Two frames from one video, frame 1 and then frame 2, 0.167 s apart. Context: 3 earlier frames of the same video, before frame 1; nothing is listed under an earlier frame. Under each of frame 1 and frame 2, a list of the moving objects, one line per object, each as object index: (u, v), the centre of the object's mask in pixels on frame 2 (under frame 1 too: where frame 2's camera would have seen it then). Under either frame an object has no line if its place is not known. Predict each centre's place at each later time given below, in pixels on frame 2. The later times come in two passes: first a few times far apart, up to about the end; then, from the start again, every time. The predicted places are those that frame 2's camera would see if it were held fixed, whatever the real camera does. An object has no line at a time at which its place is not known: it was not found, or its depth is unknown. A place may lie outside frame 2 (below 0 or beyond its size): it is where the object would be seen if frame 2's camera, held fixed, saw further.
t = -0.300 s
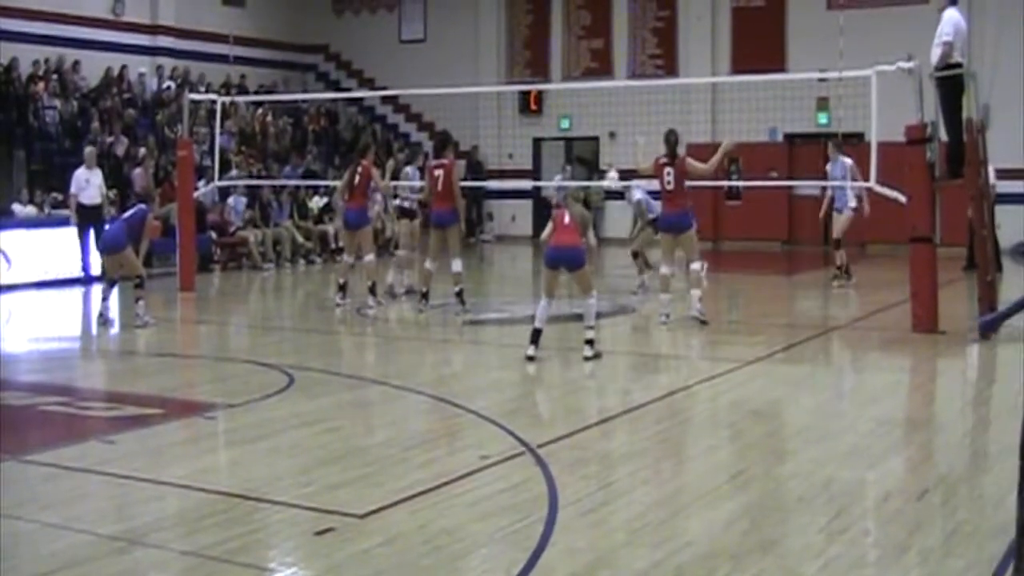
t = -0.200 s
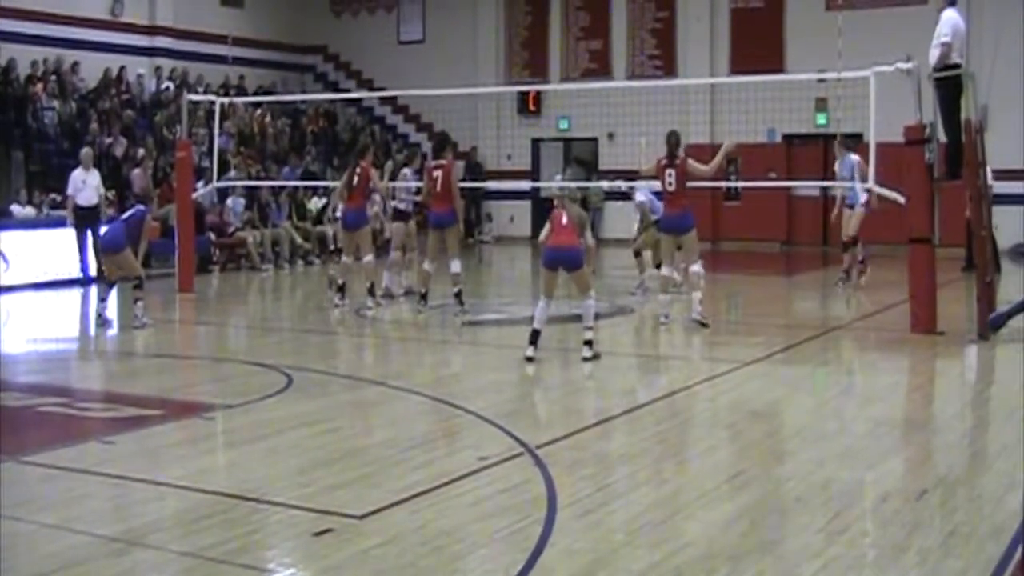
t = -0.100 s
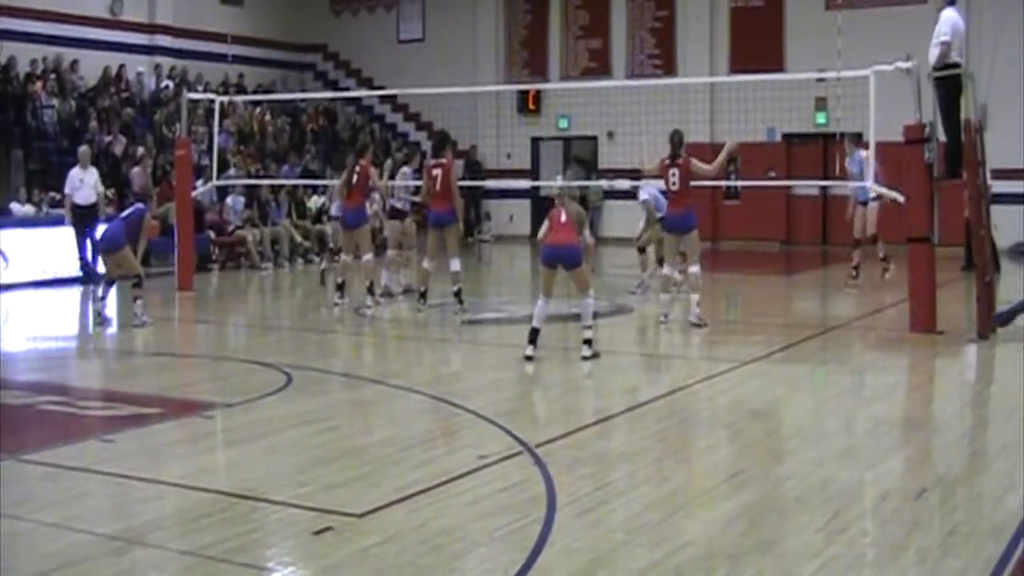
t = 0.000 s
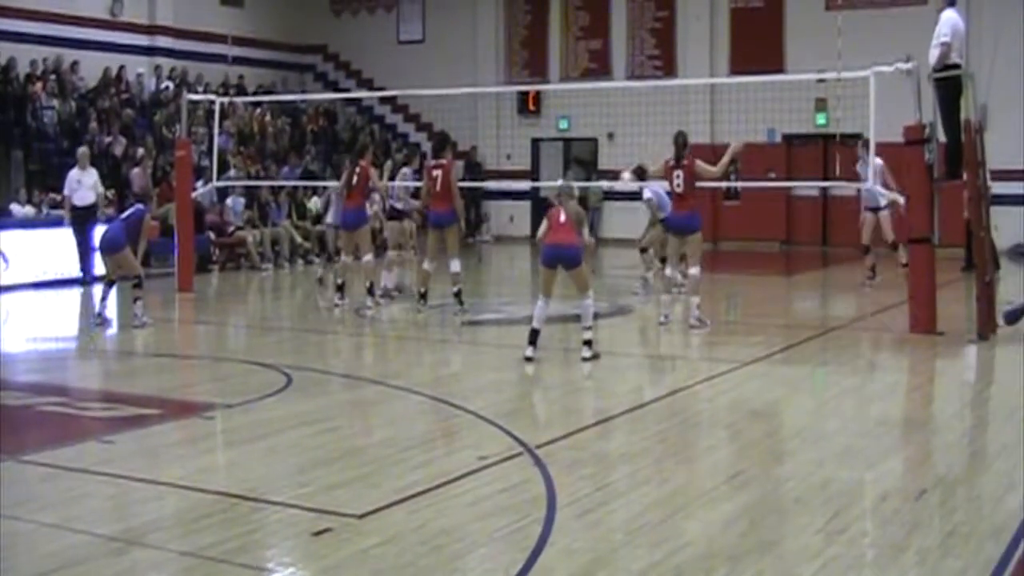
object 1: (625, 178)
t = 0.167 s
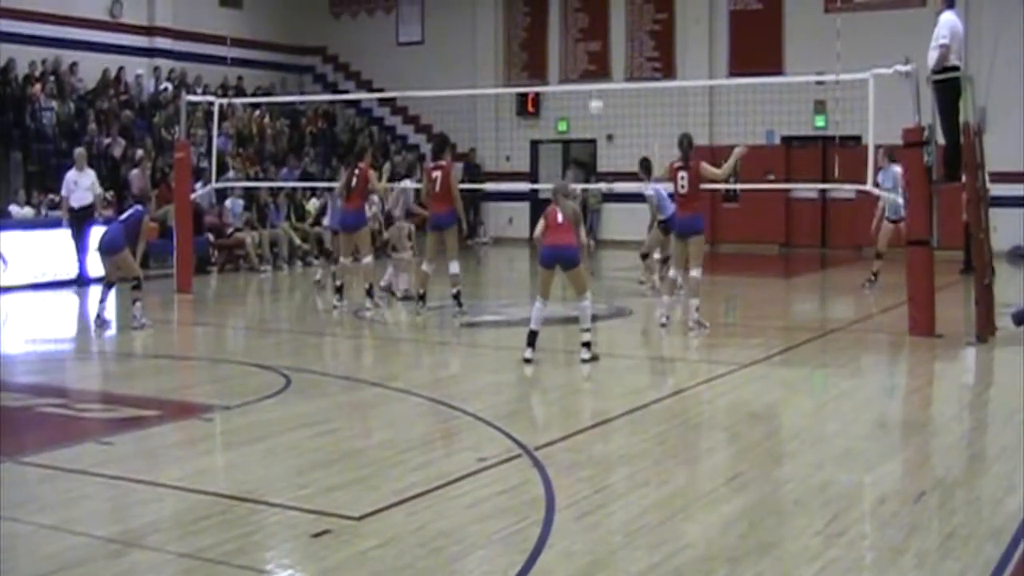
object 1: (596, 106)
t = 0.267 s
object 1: (576, 72)
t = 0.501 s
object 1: (536, 25)
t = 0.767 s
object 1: (488, 19)
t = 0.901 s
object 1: (464, 37)
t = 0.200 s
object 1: (590, 95)
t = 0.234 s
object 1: (583, 80)
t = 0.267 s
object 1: (576, 72)
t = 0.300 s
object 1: (572, 66)
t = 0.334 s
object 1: (565, 56)
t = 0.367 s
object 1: (559, 48)
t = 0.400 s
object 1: (554, 39)
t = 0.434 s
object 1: (548, 34)
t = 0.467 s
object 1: (542, 29)
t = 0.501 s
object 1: (536, 25)
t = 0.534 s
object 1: (530, 21)
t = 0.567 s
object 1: (524, 18)
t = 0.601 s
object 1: (518, 17)
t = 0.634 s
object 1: (512, 15)
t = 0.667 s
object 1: (506, 14)
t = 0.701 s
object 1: (501, 15)
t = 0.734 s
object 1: (495, 17)
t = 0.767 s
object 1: (488, 19)
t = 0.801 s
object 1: (482, 22)
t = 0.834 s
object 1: (477, 26)
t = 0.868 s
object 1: (470, 31)
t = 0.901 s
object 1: (464, 37)
